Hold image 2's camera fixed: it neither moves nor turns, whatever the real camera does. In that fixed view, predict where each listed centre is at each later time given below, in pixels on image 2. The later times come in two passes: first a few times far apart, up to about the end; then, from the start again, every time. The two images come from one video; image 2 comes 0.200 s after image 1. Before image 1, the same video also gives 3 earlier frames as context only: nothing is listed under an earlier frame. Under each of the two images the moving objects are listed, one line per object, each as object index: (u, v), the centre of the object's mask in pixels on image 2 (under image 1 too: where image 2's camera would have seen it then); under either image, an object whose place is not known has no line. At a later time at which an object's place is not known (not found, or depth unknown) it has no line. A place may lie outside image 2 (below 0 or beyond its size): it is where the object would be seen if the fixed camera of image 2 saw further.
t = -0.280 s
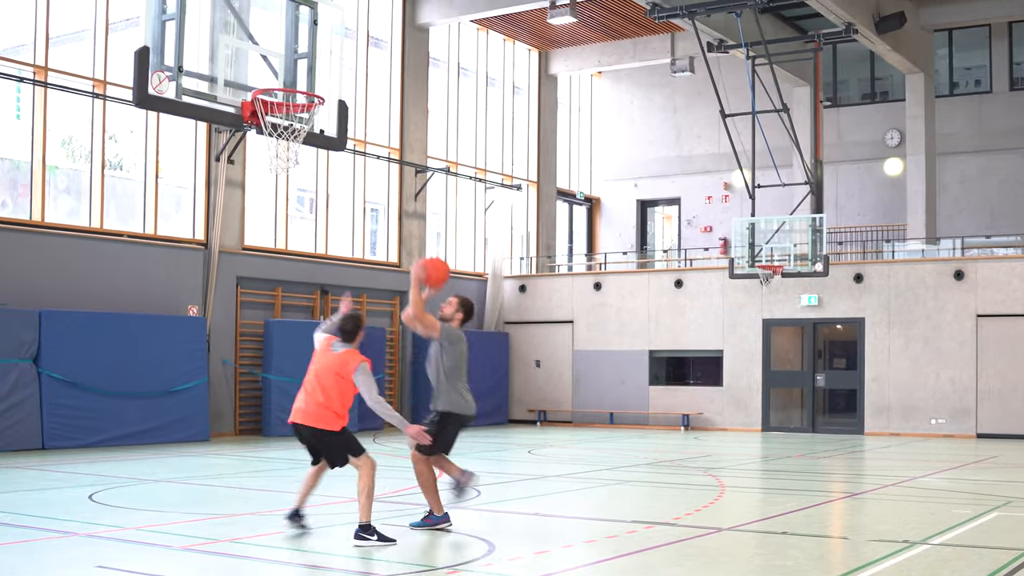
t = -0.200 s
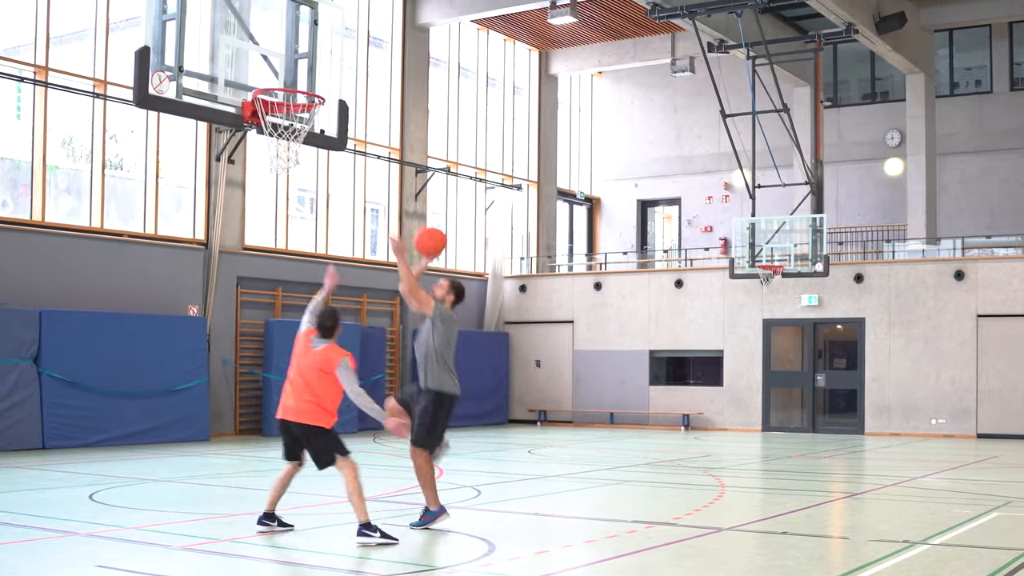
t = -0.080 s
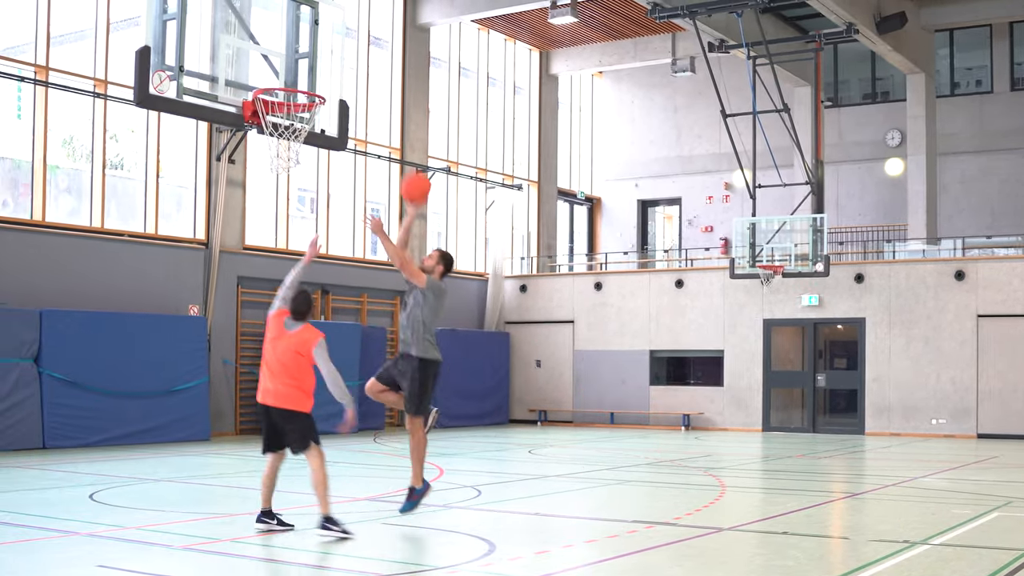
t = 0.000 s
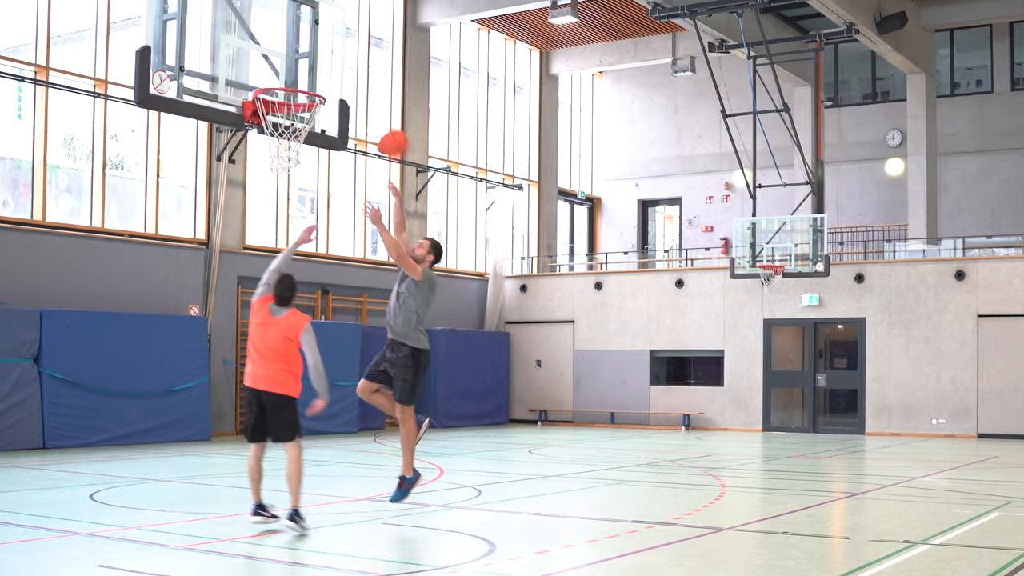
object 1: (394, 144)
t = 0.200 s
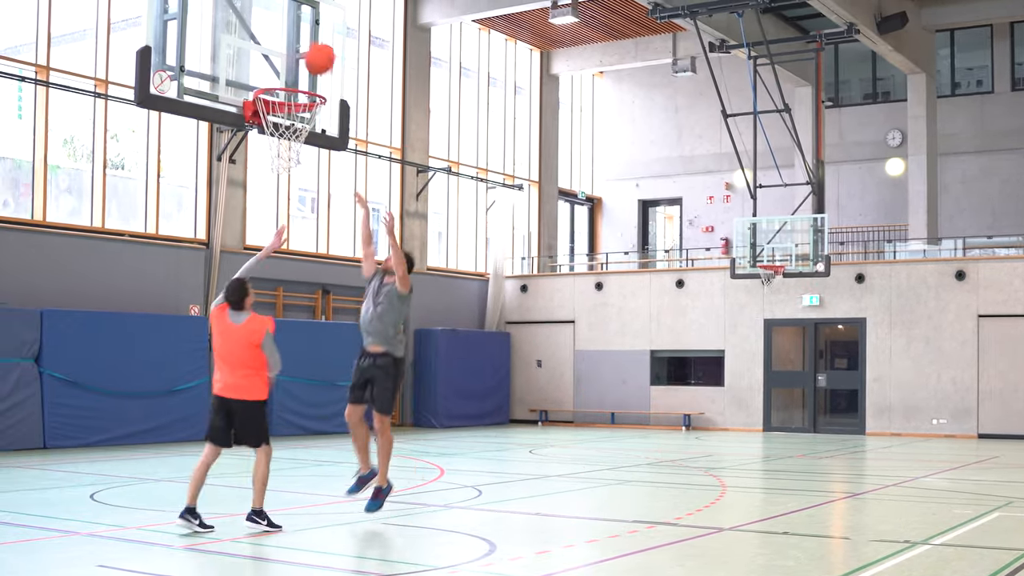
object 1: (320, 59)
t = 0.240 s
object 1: (306, 48)
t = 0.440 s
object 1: (301, 47)
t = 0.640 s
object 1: (298, 79)
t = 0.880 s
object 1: (287, 72)
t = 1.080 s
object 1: (277, 84)
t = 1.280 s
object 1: (308, 117)
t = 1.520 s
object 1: (302, 147)
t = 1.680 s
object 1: (278, 193)
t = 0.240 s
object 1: (306, 48)
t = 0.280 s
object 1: (305, 44)
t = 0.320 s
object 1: (304, 42)
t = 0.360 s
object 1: (303, 41)
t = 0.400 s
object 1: (302, 43)
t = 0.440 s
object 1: (301, 47)
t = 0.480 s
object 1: (299, 53)
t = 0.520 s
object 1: (298, 62)
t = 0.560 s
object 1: (296, 72)
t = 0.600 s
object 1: (297, 80)
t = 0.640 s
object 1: (298, 79)
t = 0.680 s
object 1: (298, 81)
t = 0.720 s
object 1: (300, 82)
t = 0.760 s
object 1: (299, 81)
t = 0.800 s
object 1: (295, 77)
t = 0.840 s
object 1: (291, 74)
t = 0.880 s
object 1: (287, 72)
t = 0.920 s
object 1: (283, 72)
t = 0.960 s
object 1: (279, 73)
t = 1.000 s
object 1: (275, 76)
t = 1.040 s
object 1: (271, 82)
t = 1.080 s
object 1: (277, 84)
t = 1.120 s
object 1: (283, 85)
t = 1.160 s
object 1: (290, 93)
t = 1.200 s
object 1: (296, 100)
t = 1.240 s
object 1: (303, 109)
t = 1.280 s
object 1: (308, 117)
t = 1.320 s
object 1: (311, 122)
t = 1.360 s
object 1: (312, 127)
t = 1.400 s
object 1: (311, 132)
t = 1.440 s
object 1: (308, 137)
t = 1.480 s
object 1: (305, 142)
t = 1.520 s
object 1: (302, 147)
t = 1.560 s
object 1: (295, 156)
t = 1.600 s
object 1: (289, 165)
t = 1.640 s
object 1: (284, 180)
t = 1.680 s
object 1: (278, 193)
